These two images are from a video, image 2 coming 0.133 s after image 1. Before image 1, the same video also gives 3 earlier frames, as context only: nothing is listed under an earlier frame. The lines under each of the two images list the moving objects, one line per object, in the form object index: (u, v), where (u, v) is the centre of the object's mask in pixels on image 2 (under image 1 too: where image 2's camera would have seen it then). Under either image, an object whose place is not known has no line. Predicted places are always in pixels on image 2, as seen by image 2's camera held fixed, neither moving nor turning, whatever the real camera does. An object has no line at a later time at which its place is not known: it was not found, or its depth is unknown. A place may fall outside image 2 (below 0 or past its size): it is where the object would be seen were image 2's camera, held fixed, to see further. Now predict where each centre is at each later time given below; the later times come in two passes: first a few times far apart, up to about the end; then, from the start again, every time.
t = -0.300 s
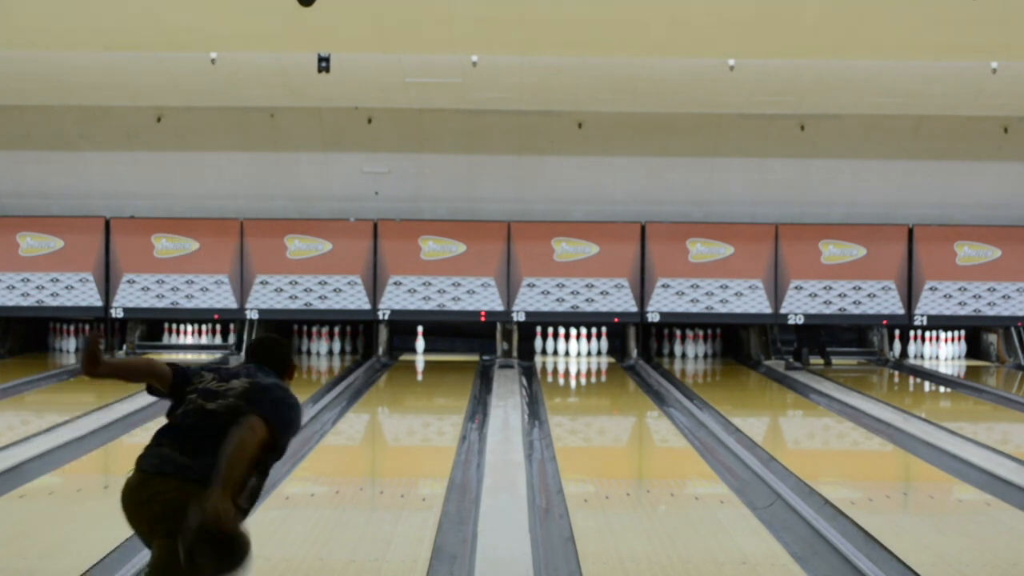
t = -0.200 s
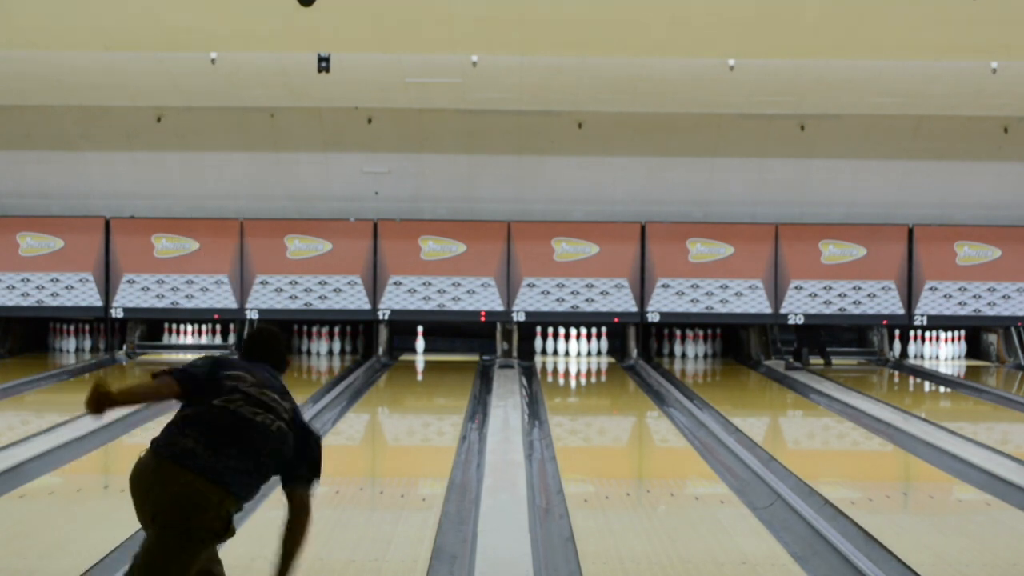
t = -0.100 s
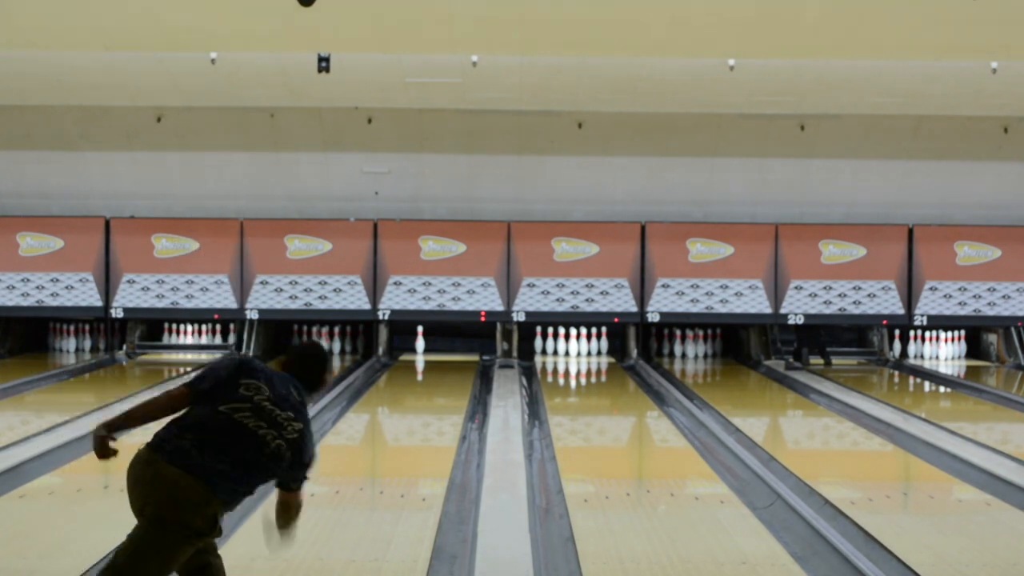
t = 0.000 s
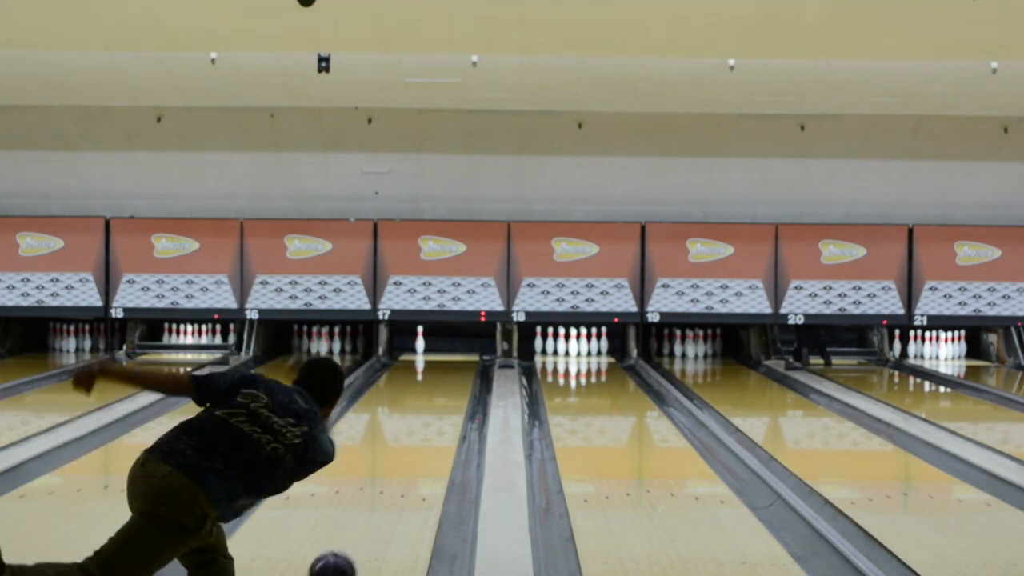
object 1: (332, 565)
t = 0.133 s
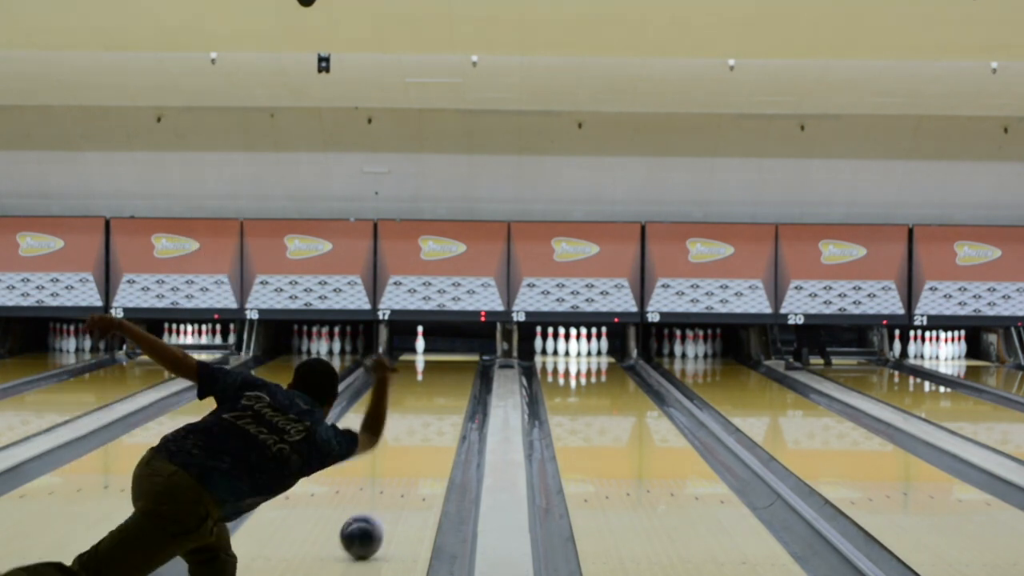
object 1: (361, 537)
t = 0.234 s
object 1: (378, 512)
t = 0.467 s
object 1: (408, 470)
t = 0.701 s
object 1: (428, 440)
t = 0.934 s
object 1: (440, 416)
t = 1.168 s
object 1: (446, 398)
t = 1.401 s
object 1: (449, 384)
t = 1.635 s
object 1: (447, 371)
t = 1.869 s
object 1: (441, 362)
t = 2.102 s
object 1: (430, 354)
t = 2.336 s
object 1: (418, 346)
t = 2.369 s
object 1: (416, 346)
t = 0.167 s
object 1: (367, 528)
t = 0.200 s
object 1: (373, 520)
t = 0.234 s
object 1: (378, 512)
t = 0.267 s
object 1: (383, 506)
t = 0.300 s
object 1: (388, 499)
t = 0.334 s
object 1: (393, 492)
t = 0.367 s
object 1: (397, 486)
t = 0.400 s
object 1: (401, 481)
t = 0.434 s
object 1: (405, 475)
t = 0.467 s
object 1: (408, 470)
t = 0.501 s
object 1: (412, 466)
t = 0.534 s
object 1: (415, 461)
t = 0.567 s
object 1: (418, 457)
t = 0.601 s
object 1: (420, 453)
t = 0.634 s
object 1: (423, 449)
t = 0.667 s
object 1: (426, 444)
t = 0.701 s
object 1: (428, 440)
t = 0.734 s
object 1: (430, 436)
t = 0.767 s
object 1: (432, 433)
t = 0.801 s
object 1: (434, 429)
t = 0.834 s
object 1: (436, 425)
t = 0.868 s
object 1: (437, 423)
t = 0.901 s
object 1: (439, 419)
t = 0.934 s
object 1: (440, 416)
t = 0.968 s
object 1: (441, 413)
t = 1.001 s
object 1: (443, 411)
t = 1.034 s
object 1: (444, 408)
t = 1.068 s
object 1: (444, 405)
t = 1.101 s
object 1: (445, 403)
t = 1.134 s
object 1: (446, 400)
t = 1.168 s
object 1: (446, 398)
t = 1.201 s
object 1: (447, 396)
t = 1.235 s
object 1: (447, 393)
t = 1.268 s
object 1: (448, 391)
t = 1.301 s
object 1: (448, 389)
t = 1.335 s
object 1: (448, 388)
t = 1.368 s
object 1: (448, 386)
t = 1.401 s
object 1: (449, 384)
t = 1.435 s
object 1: (449, 382)
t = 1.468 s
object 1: (449, 380)
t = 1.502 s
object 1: (448, 379)
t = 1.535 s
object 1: (448, 377)
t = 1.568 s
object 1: (448, 376)
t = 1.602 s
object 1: (447, 373)
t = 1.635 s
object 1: (447, 371)
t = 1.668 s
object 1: (447, 370)
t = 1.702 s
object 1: (446, 369)
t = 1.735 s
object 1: (445, 367)
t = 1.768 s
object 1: (444, 366)
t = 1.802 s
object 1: (443, 364)
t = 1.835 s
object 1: (442, 363)
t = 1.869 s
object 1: (441, 362)
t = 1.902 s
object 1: (440, 361)
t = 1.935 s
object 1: (439, 360)
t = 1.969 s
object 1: (437, 358)
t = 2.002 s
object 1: (436, 358)
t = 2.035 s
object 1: (434, 357)
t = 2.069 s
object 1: (432, 354)
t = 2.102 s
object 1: (430, 354)
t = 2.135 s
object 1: (428, 354)
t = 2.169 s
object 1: (426, 352)
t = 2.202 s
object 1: (424, 351)
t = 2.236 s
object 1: (423, 349)
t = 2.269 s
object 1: (422, 348)
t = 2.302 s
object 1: (420, 346)
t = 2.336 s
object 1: (418, 346)
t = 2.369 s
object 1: (416, 346)
